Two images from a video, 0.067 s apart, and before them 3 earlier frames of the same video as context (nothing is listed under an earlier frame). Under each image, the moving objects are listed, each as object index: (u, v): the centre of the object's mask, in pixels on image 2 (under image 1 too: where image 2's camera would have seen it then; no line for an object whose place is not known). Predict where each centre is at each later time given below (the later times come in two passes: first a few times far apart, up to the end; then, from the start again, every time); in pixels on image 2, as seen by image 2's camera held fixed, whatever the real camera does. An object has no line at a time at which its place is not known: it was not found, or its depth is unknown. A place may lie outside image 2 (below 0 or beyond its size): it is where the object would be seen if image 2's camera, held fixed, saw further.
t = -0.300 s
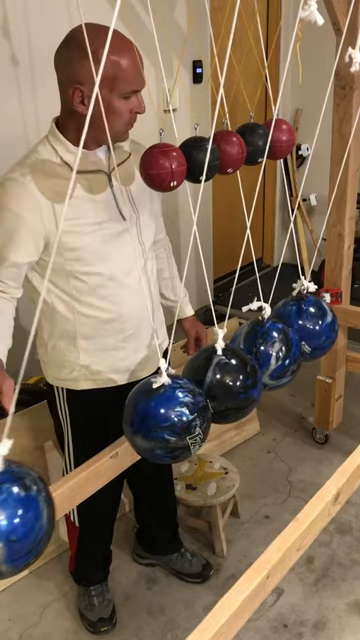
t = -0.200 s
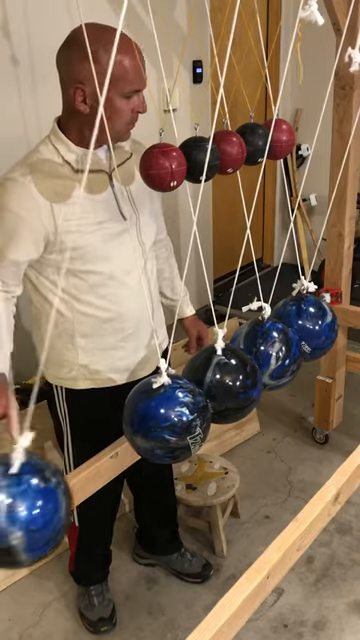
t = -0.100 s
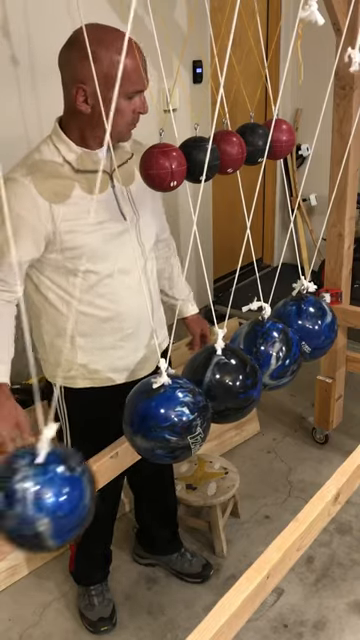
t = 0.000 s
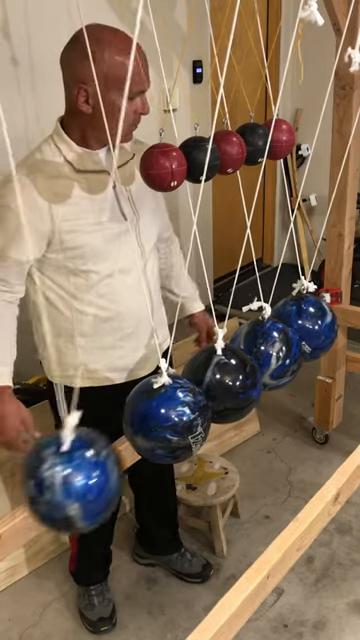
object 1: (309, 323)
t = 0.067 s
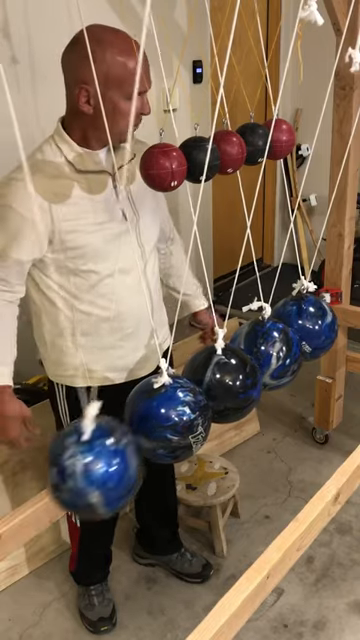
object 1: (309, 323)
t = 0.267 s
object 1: (322, 312)
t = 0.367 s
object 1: (331, 302)
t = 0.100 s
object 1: (309, 323)
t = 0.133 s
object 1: (311, 320)
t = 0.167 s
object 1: (314, 318)
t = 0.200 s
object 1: (316, 316)
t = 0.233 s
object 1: (318, 314)
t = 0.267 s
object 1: (322, 312)
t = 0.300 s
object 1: (326, 308)
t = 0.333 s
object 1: (329, 305)
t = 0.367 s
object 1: (331, 302)
